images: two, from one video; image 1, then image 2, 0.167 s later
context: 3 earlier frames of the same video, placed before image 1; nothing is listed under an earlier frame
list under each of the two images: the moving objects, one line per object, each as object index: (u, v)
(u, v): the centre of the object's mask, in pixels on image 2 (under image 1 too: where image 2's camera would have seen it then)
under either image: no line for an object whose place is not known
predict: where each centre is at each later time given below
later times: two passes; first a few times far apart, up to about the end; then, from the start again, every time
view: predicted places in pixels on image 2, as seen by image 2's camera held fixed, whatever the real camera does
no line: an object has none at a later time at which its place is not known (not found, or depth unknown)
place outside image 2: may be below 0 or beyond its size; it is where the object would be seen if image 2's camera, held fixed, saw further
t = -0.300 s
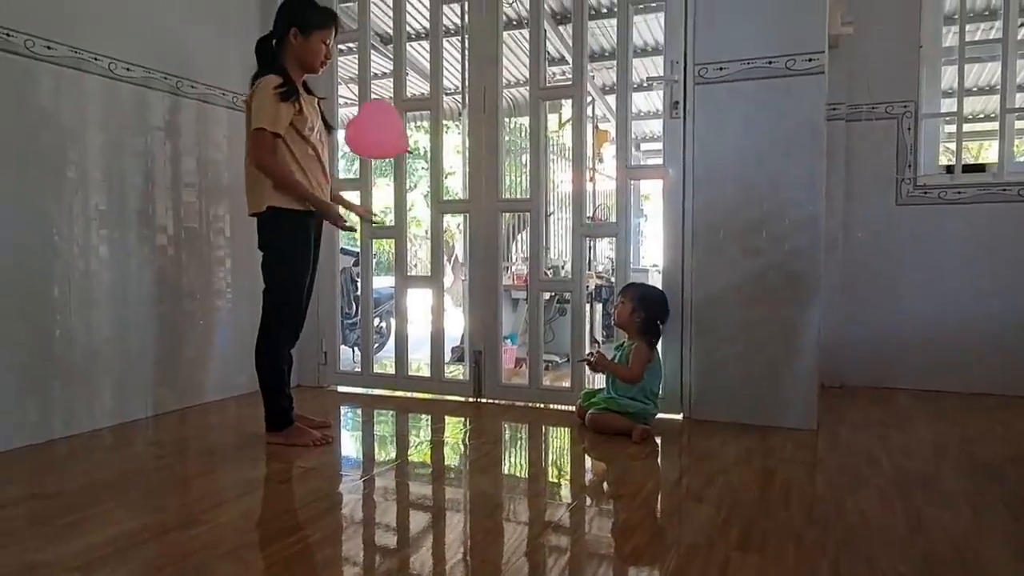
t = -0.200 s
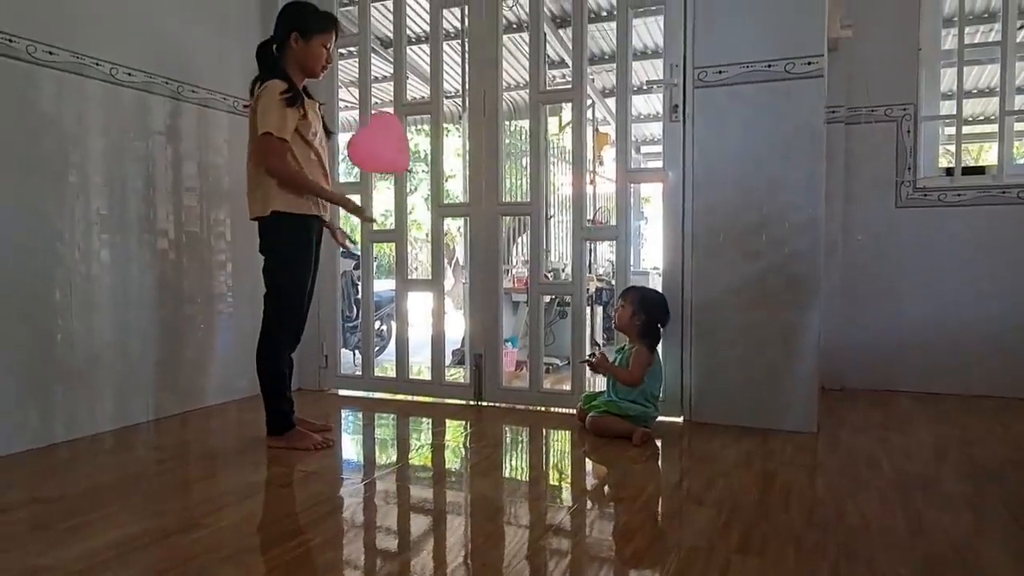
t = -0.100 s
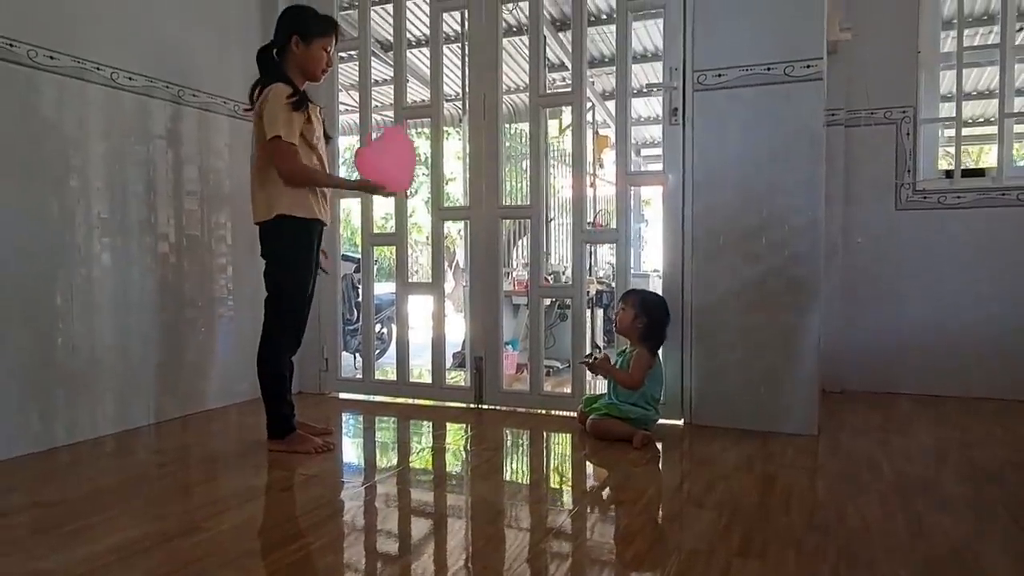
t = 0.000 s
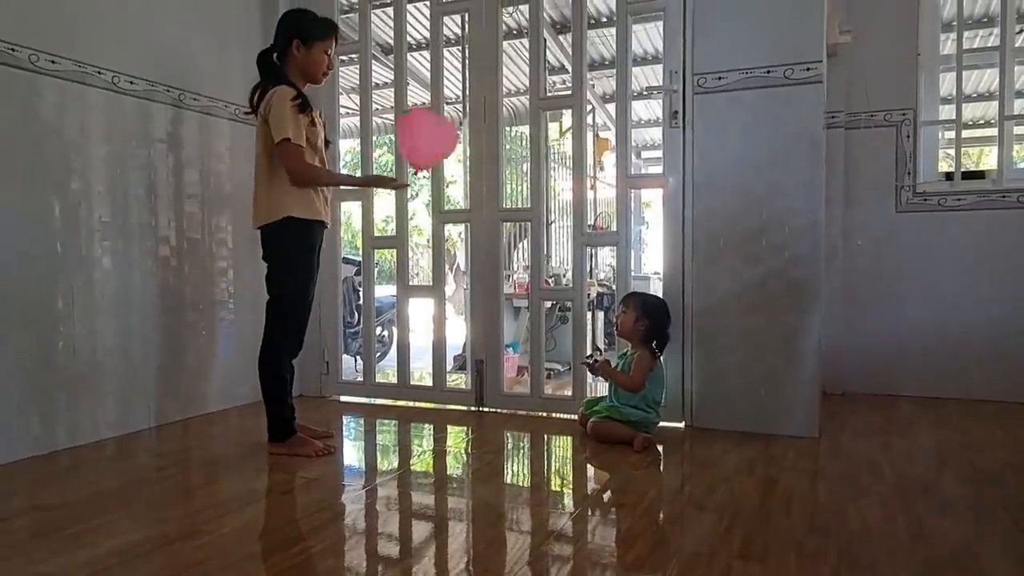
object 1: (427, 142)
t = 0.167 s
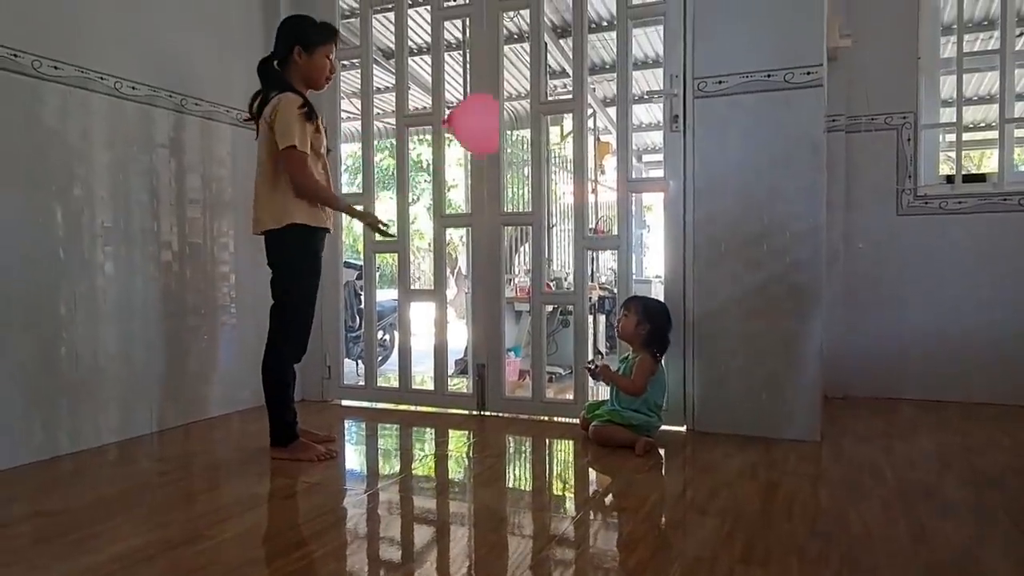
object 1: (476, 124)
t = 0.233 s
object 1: (491, 124)
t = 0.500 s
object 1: (536, 153)
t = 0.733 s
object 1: (554, 210)
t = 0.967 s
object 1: (546, 271)
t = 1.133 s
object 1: (539, 328)
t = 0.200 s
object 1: (484, 124)
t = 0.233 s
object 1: (491, 124)
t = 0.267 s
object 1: (497, 125)
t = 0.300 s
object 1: (504, 126)
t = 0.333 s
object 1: (510, 129)
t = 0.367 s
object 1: (516, 132)
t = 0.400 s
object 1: (522, 137)
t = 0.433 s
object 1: (527, 141)
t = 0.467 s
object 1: (532, 146)
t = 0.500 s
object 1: (536, 153)
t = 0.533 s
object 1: (540, 160)
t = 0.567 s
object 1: (544, 167)
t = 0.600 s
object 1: (548, 175)
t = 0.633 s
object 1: (551, 183)
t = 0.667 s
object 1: (554, 193)
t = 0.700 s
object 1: (555, 202)
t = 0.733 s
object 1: (554, 210)
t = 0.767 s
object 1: (553, 218)
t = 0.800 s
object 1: (551, 225)
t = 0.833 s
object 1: (550, 233)
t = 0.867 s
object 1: (549, 241)
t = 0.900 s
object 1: (548, 249)
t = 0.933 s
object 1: (547, 258)
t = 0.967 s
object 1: (546, 271)
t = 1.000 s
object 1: (545, 282)
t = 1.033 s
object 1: (544, 293)
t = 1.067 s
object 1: (543, 304)
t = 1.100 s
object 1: (541, 315)
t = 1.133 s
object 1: (539, 328)
